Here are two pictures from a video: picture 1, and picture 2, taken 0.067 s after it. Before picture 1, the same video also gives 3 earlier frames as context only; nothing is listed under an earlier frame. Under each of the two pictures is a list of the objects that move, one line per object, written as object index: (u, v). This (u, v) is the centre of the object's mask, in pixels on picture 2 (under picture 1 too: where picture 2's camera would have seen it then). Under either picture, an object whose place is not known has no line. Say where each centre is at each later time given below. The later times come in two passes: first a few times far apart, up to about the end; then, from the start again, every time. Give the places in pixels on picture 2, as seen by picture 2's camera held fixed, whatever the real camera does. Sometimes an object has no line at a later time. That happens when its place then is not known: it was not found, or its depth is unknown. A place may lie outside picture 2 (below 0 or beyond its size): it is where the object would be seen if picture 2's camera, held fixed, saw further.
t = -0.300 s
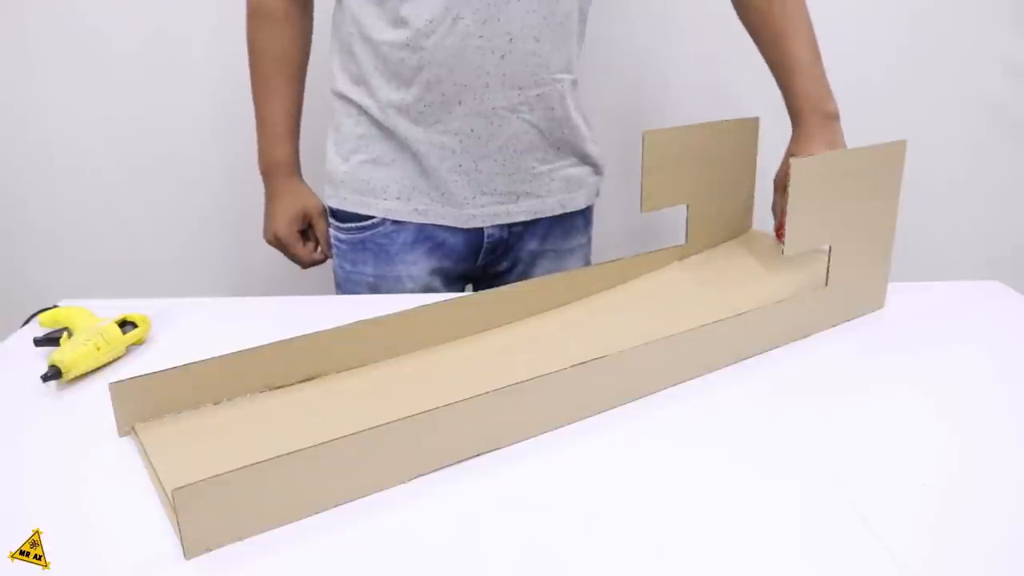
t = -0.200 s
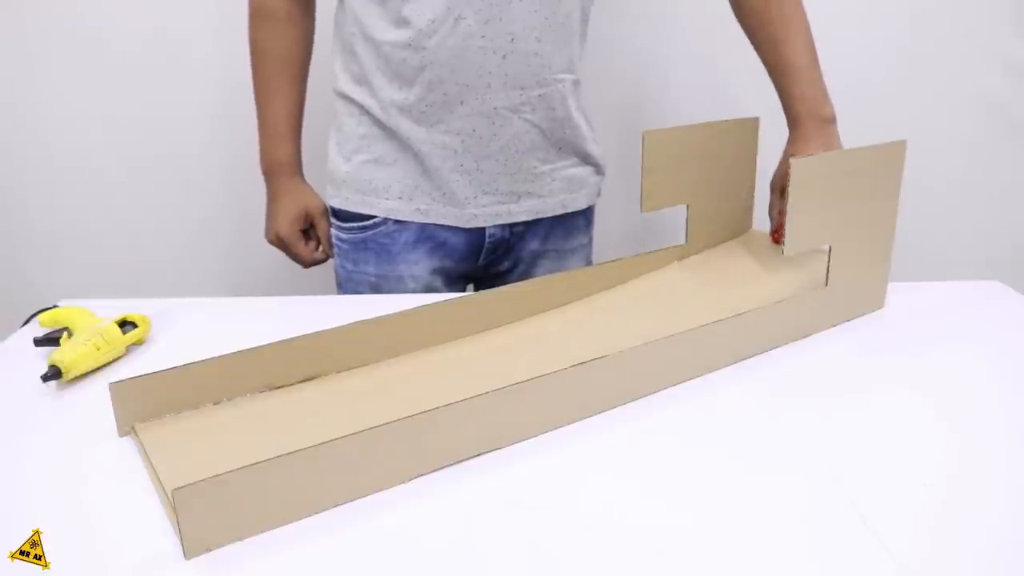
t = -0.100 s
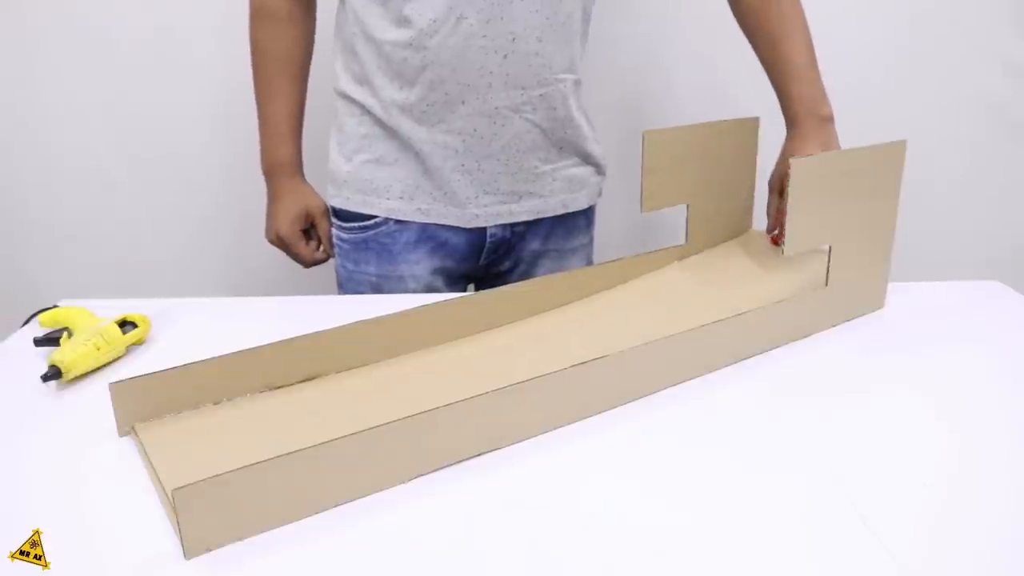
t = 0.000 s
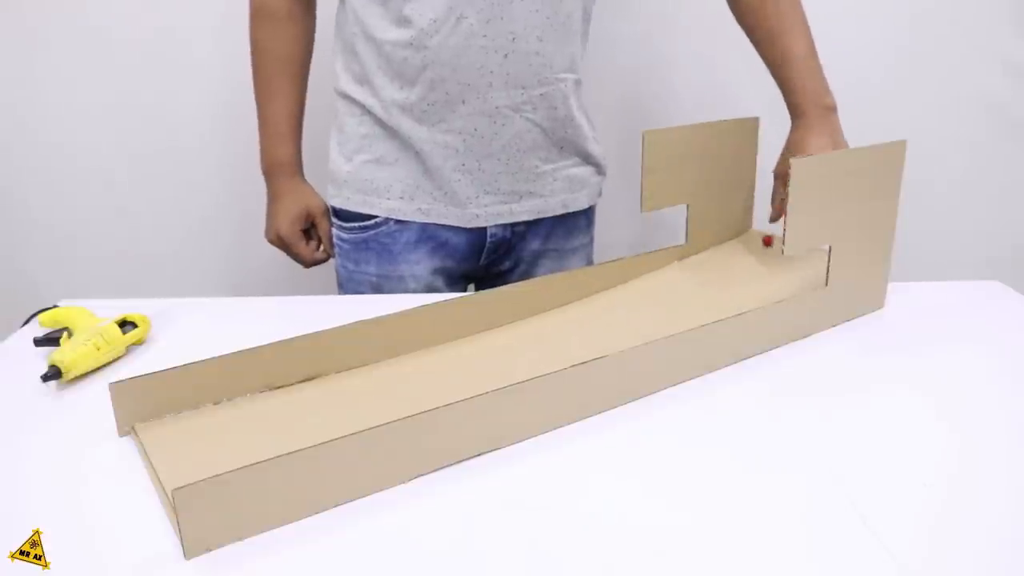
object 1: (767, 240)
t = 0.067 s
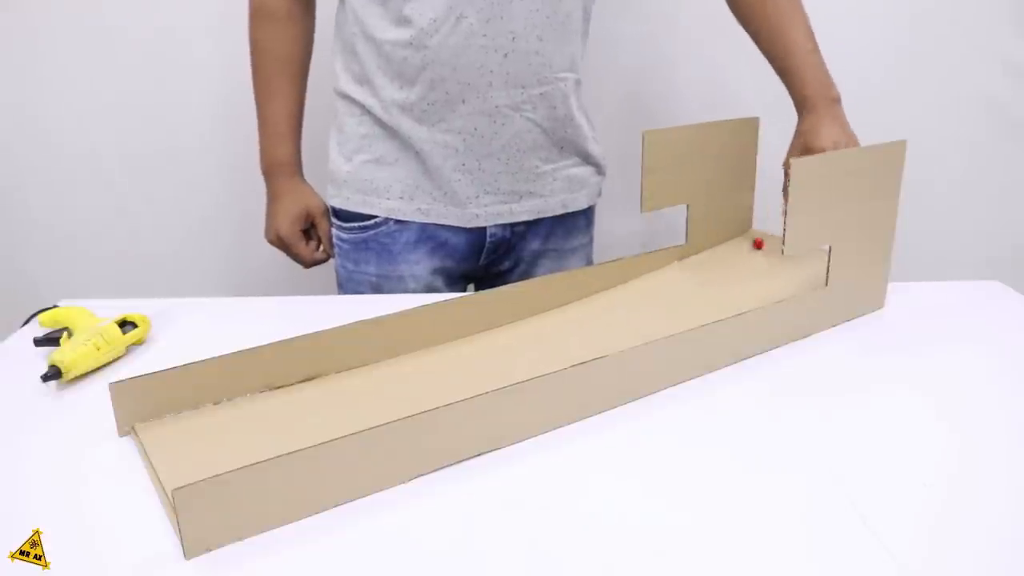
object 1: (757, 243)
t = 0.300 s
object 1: (706, 258)
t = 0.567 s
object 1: (616, 289)
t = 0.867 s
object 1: (475, 337)
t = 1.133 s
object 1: (314, 388)
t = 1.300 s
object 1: (200, 425)
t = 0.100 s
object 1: (751, 244)
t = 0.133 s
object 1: (744, 246)
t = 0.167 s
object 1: (738, 248)
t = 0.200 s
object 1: (731, 249)
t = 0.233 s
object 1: (722, 252)
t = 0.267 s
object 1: (714, 255)
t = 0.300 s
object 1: (706, 258)
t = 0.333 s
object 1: (697, 261)
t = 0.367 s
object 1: (686, 265)
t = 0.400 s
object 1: (676, 268)
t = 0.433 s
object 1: (665, 271)
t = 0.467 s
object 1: (654, 275)
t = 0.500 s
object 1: (642, 280)
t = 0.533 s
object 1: (629, 284)
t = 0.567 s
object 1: (616, 289)
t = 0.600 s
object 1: (602, 293)
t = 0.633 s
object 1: (587, 298)
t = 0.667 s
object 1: (573, 303)
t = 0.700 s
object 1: (558, 308)
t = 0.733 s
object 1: (542, 313)
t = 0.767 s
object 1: (526, 319)
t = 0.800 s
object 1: (509, 325)
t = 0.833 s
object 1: (492, 331)
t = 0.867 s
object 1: (475, 337)
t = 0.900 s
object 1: (456, 343)
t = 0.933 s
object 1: (437, 349)
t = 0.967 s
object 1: (418, 355)
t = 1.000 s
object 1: (397, 362)
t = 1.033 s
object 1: (378, 368)
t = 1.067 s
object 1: (357, 375)
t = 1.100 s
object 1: (336, 381)
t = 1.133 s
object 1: (314, 388)
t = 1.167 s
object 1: (292, 396)
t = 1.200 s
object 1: (269, 403)
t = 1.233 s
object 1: (247, 410)
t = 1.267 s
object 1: (224, 418)
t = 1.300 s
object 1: (200, 425)
